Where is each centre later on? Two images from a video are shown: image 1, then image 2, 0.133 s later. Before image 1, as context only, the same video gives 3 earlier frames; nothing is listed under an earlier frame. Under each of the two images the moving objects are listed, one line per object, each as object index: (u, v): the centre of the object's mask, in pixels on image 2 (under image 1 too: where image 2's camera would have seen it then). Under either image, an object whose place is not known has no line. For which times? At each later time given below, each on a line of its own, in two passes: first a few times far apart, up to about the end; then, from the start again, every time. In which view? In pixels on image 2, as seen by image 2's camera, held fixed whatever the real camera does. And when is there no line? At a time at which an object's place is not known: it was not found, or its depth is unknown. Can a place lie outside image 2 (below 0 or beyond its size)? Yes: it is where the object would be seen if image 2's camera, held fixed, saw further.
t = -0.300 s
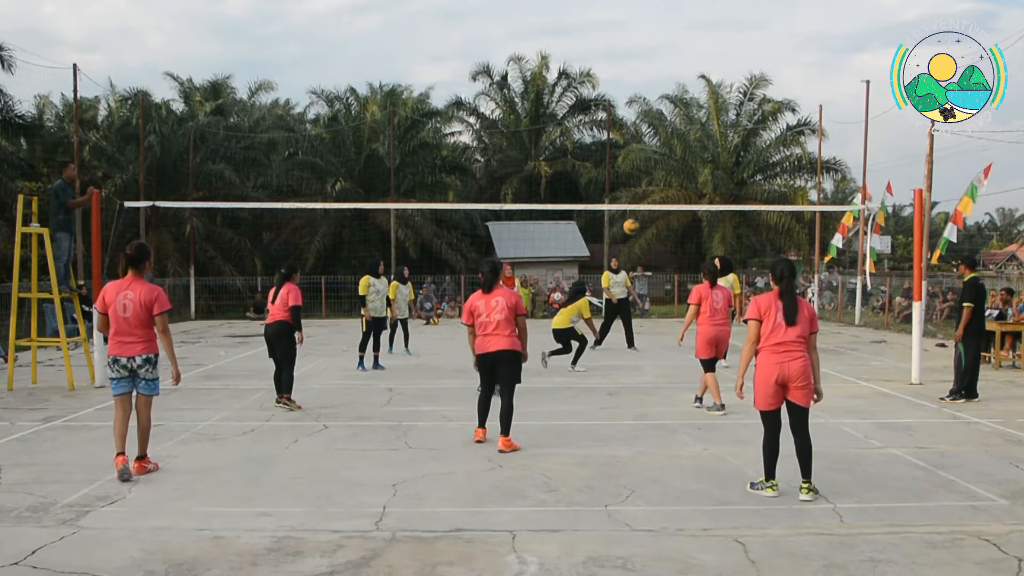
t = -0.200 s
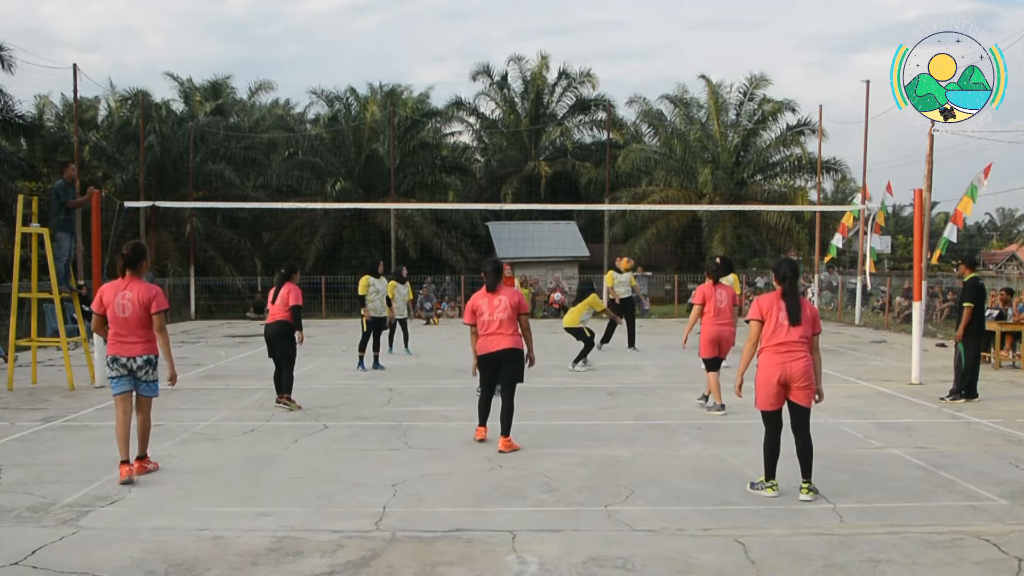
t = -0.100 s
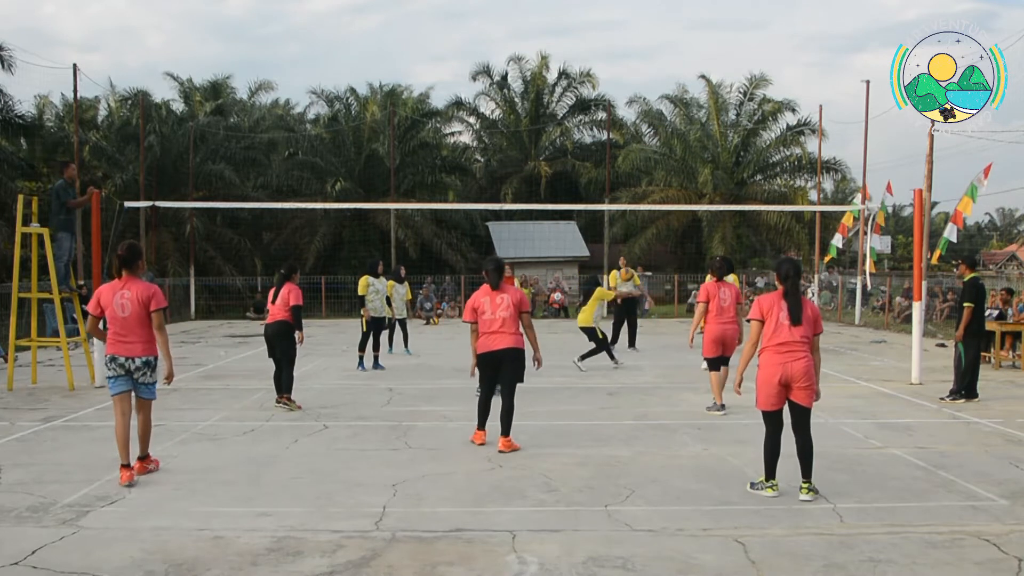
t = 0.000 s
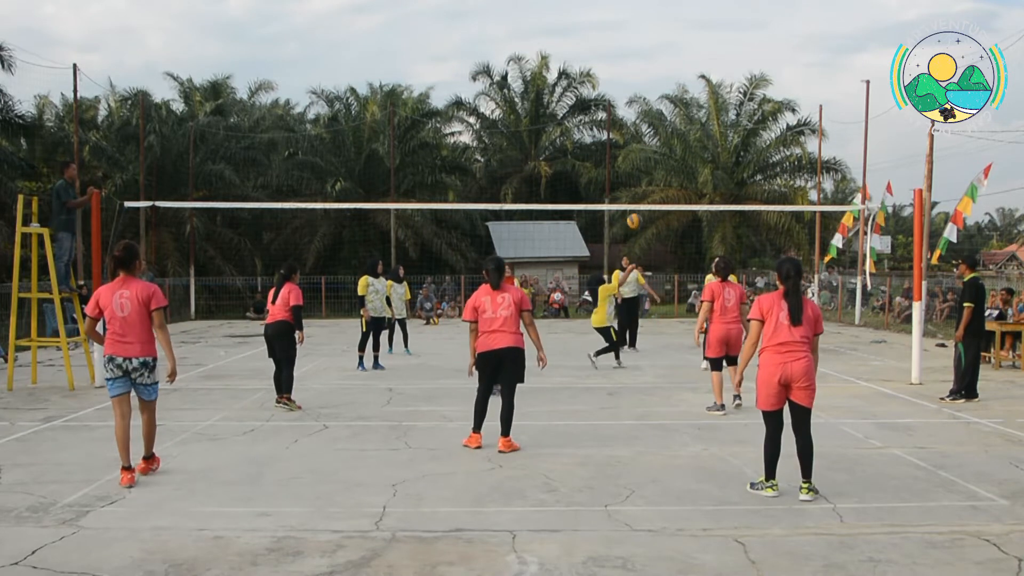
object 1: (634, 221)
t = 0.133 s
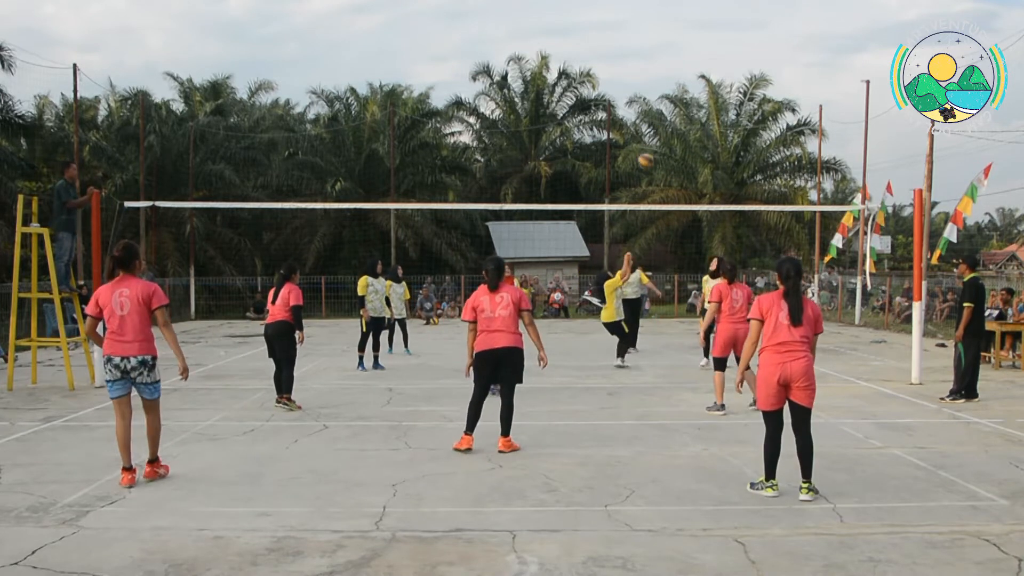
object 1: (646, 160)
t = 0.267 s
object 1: (656, 112)
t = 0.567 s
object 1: (679, 50)
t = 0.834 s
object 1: (698, 47)
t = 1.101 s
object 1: (719, 93)
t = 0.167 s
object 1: (649, 147)
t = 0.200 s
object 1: (651, 135)
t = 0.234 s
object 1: (654, 123)
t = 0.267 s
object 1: (656, 112)
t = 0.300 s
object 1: (659, 103)
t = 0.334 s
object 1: (661, 93)
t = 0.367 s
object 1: (664, 85)
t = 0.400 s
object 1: (666, 77)
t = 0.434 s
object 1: (669, 70)
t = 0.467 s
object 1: (671, 64)
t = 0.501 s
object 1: (674, 59)
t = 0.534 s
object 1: (676, 54)
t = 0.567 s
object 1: (679, 50)
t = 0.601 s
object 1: (681, 47)
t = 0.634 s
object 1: (684, 45)
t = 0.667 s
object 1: (686, 43)
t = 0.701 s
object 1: (689, 43)
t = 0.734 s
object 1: (691, 43)
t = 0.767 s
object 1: (694, 43)
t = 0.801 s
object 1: (696, 45)
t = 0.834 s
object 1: (698, 47)
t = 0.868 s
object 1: (701, 50)
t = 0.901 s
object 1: (703, 55)
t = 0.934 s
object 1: (706, 59)
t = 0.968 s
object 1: (709, 65)
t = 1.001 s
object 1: (711, 71)
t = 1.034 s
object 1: (714, 78)
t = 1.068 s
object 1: (716, 85)
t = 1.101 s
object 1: (719, 93)
